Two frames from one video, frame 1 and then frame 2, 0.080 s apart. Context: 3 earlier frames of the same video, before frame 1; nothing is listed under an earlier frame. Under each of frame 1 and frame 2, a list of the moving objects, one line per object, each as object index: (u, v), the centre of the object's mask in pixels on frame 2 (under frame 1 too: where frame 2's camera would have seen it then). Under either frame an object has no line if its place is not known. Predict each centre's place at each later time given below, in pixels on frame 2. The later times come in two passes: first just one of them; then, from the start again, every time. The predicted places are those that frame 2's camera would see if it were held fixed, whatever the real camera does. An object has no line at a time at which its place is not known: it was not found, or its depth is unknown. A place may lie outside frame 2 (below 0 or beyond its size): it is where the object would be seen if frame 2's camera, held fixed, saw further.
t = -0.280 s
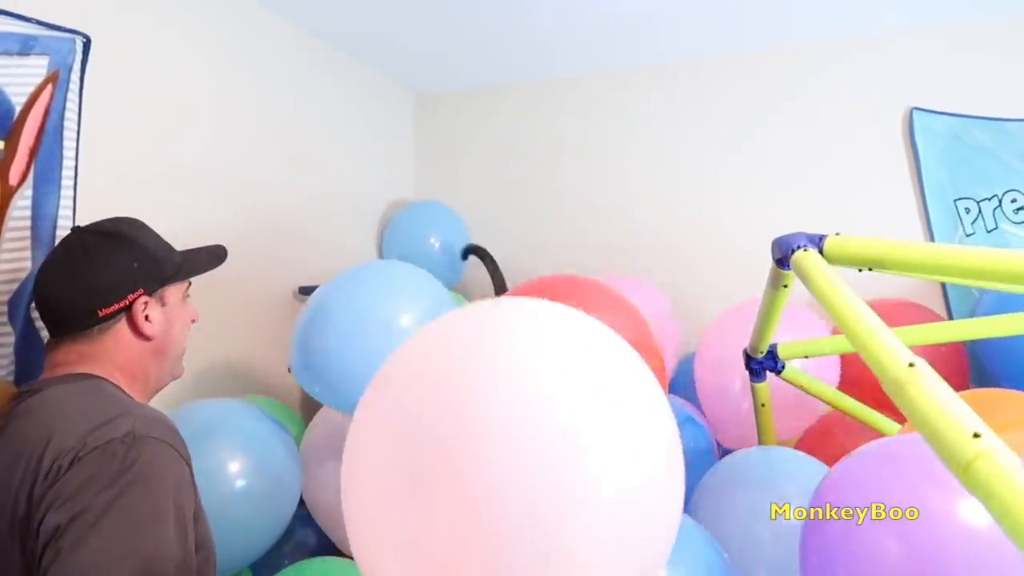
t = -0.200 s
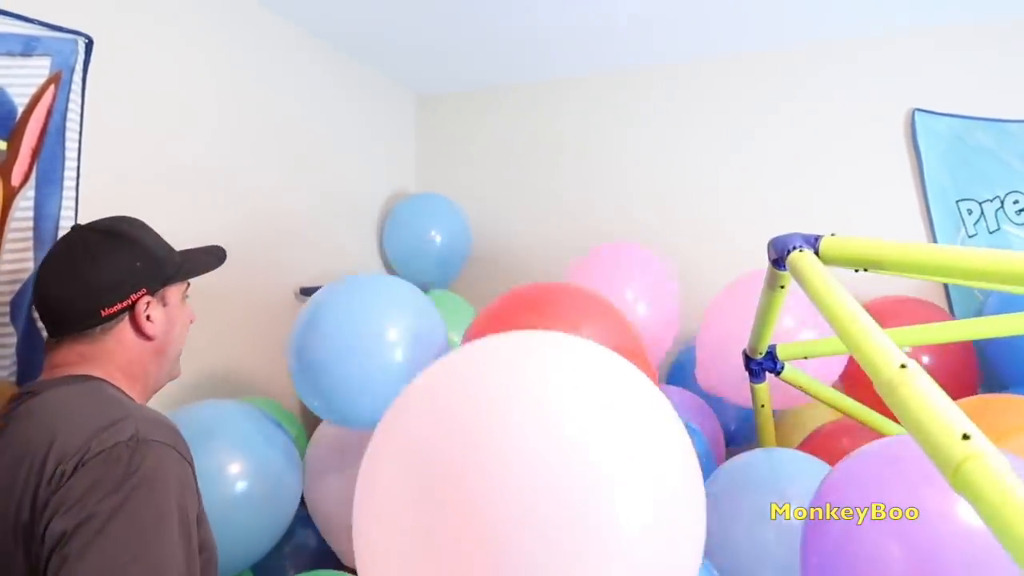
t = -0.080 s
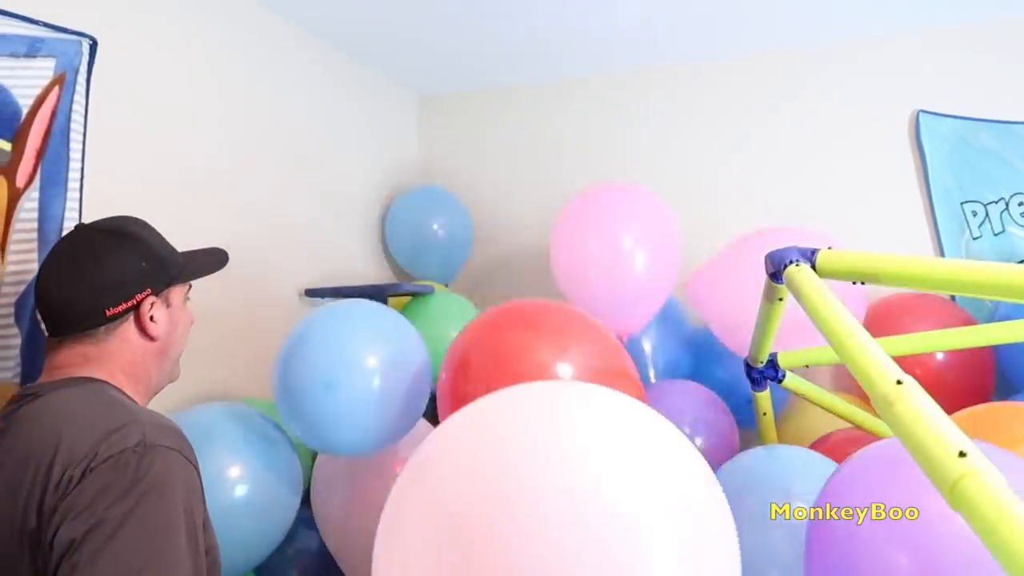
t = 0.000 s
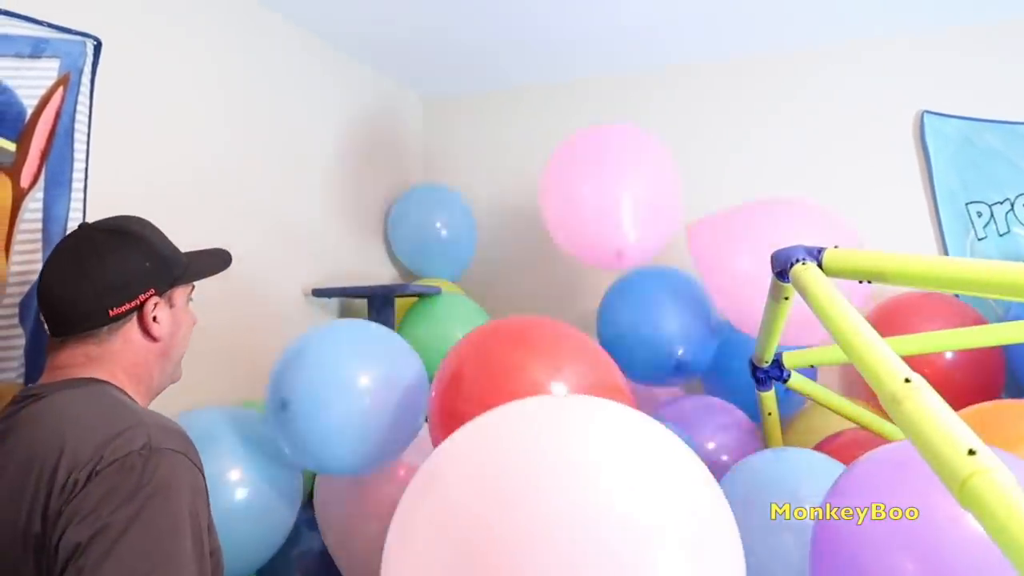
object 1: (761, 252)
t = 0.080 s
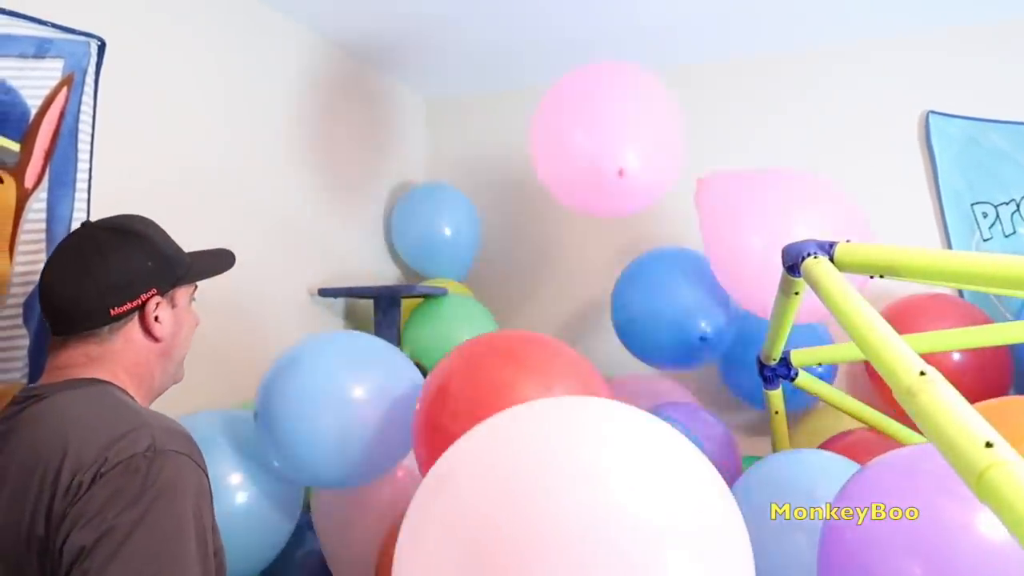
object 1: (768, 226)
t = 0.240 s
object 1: (788, 181)
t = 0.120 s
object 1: (771, 215)
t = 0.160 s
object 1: (776, 204)
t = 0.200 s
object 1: (781, 193)
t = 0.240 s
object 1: (788, 181)
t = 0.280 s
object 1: (792, 171)
